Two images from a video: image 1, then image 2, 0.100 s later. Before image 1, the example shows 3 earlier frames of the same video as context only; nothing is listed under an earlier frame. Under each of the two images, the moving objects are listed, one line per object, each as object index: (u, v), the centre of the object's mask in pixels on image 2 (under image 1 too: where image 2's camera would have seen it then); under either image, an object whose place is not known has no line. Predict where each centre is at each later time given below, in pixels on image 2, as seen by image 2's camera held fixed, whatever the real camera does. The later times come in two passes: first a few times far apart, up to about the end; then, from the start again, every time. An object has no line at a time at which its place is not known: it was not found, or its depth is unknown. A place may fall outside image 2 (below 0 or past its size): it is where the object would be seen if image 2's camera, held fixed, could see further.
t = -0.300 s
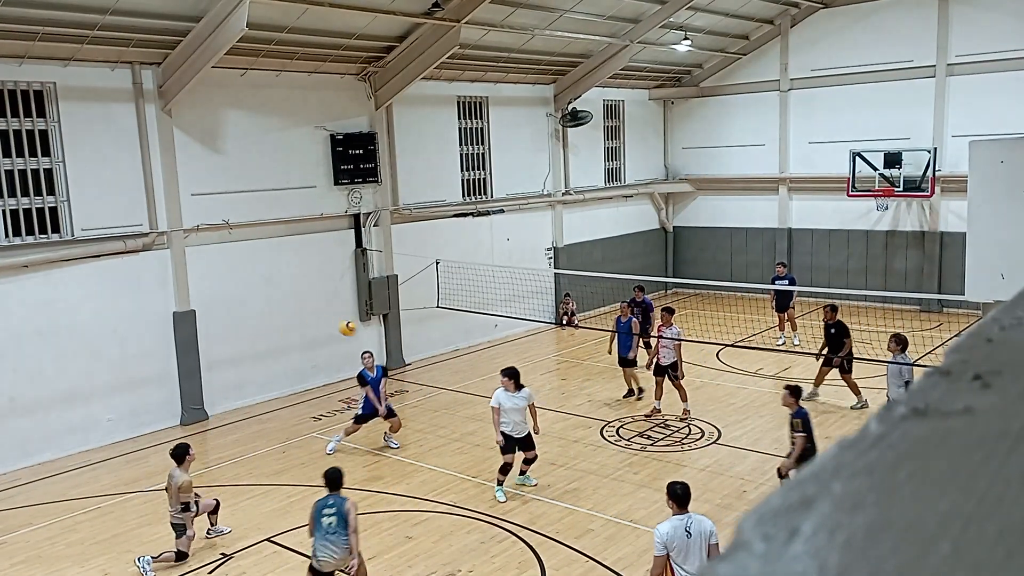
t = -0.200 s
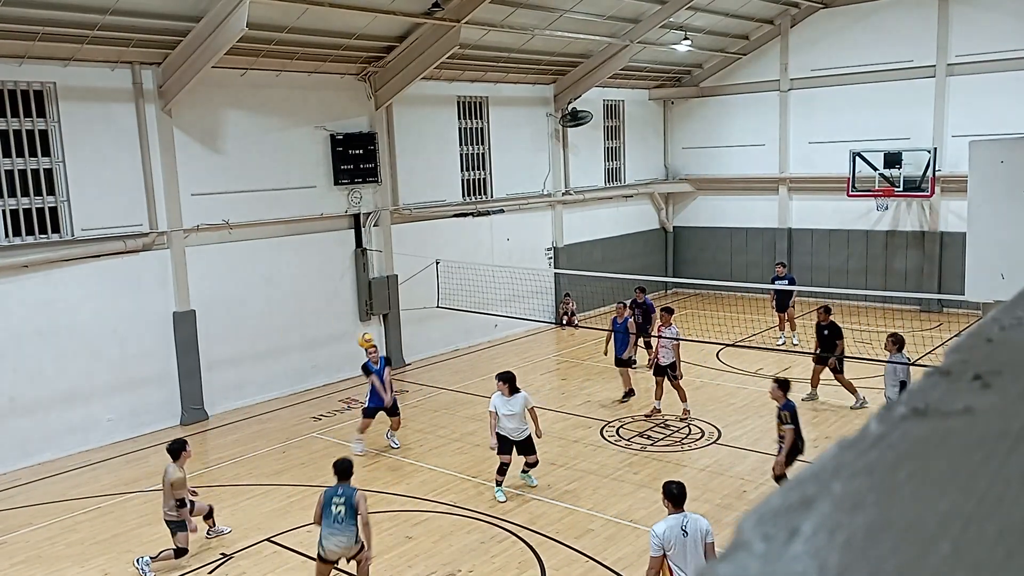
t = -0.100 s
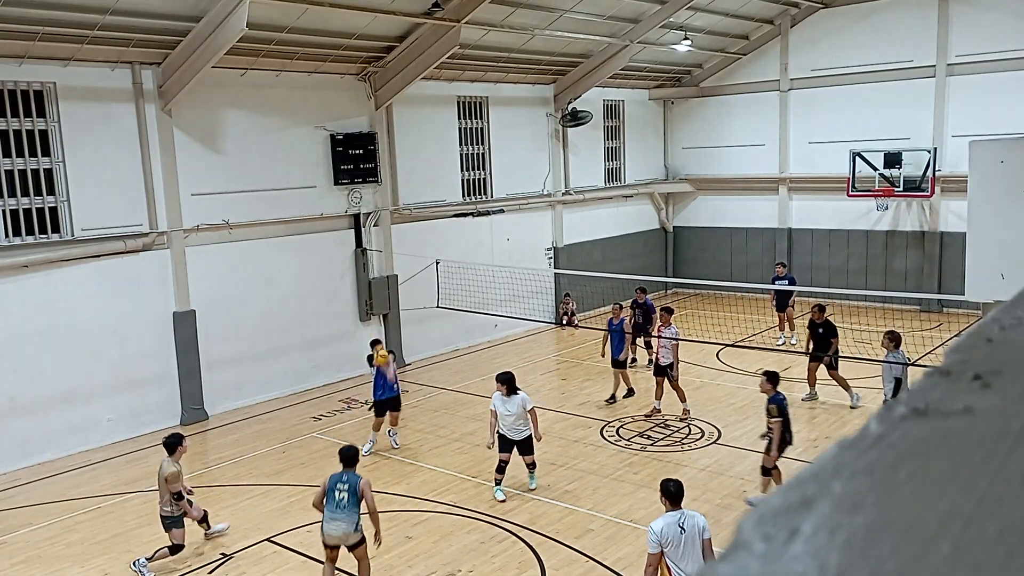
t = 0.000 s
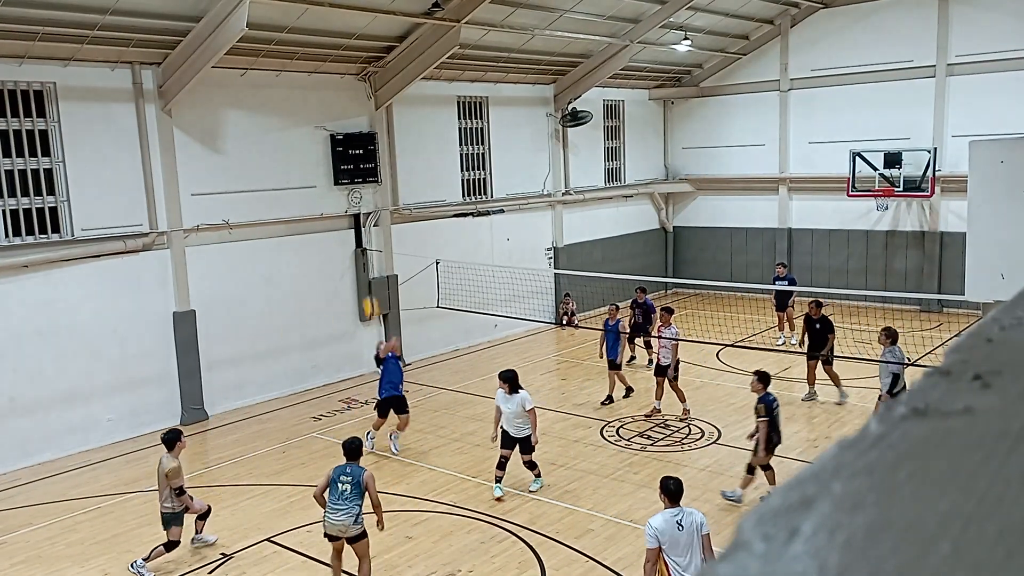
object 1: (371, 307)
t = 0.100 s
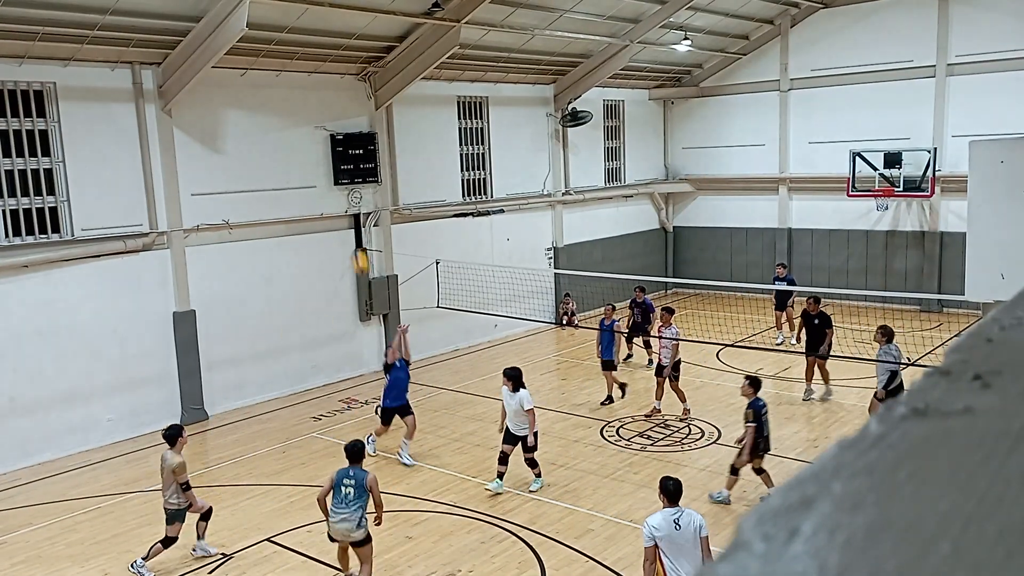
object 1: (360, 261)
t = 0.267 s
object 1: (342, 199)
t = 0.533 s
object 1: (315, 141)
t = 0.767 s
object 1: (292, 132)
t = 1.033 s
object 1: (269, 177)
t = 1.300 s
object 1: (252, 284)
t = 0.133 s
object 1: (357, 249)
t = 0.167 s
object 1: (355, 236)
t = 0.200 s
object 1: (350, 223)
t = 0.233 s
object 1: (346, 212)
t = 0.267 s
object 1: (342, 199)
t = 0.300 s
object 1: (339, 190)
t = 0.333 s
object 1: (336, 181)
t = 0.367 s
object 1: (332, 172)
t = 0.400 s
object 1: (329, 164)
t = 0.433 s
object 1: (325, 157)
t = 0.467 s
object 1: (321, 151)
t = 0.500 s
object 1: (318, 145)
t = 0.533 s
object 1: (315, 141)
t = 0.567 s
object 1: (311, 137)
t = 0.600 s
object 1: (308, 133)
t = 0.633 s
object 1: (305, 132)
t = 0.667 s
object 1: (301, 130)
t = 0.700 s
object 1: (298, 130)
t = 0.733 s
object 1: (295, 130)
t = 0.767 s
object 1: (292, 132)
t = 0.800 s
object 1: (289, 134)
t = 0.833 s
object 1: (286, 137)
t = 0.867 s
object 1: (284, 141)
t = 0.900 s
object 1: (280, 147)
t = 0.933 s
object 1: (278, 152)
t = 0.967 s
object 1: (275, 159)
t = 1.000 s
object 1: (272, 168)
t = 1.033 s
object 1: (269, 177)
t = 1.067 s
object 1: (267, 187)
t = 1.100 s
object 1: (265, 197)
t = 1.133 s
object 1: (262, 209)
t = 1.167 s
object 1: (260, 222)
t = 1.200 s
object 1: (258, 236)
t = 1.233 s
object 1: (256, 252)
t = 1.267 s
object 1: (255, 267)
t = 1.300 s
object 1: (252, 284)
